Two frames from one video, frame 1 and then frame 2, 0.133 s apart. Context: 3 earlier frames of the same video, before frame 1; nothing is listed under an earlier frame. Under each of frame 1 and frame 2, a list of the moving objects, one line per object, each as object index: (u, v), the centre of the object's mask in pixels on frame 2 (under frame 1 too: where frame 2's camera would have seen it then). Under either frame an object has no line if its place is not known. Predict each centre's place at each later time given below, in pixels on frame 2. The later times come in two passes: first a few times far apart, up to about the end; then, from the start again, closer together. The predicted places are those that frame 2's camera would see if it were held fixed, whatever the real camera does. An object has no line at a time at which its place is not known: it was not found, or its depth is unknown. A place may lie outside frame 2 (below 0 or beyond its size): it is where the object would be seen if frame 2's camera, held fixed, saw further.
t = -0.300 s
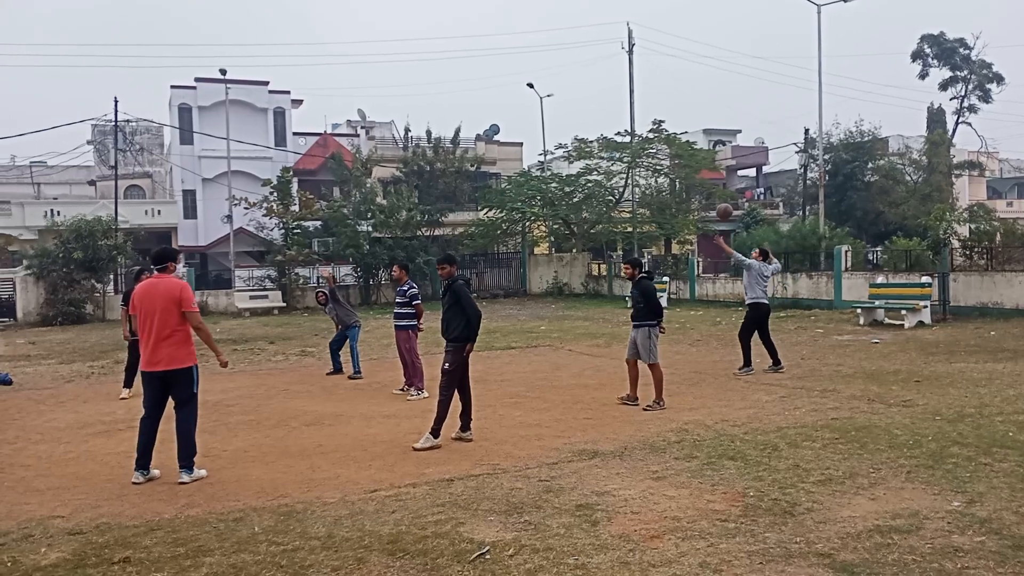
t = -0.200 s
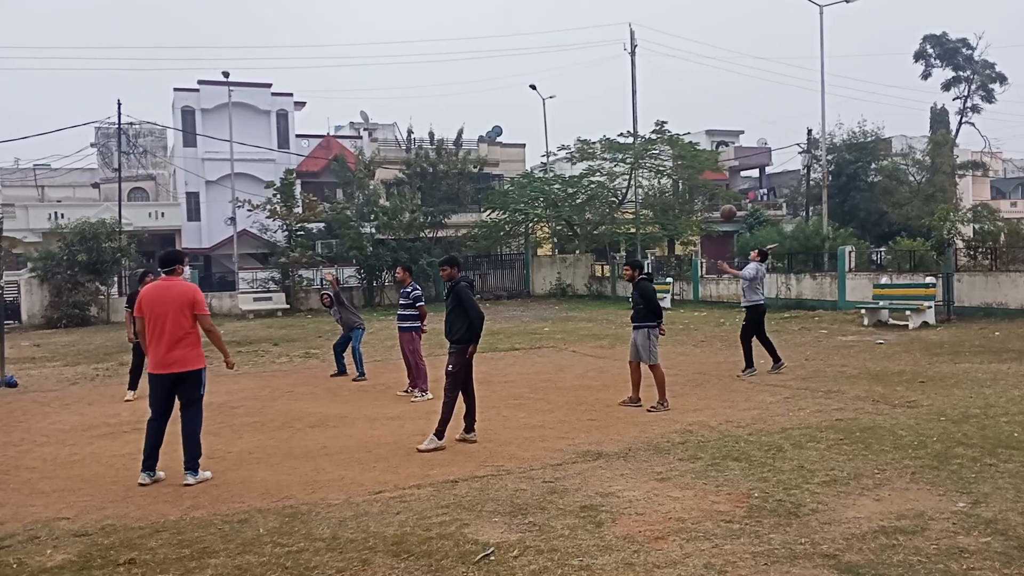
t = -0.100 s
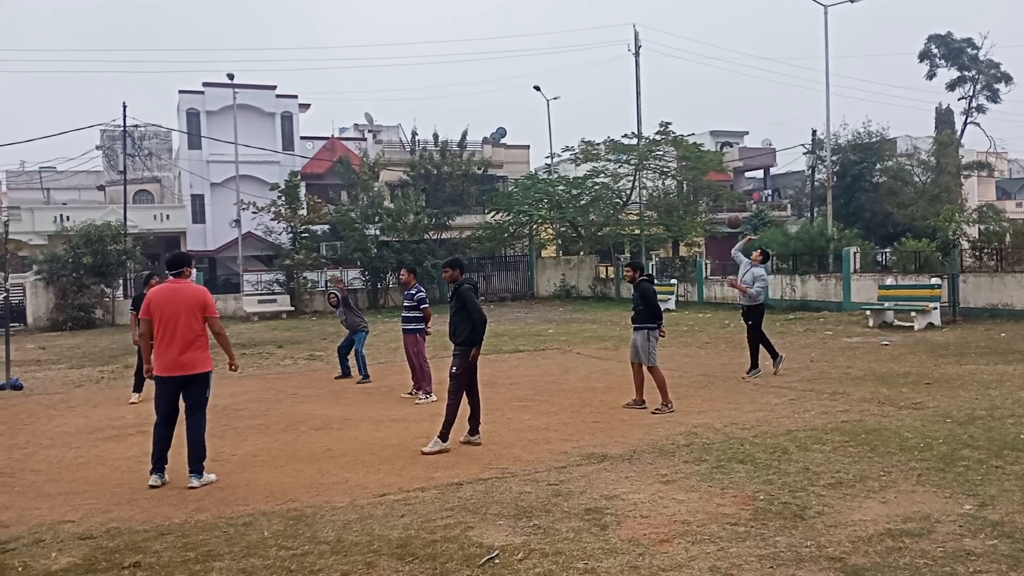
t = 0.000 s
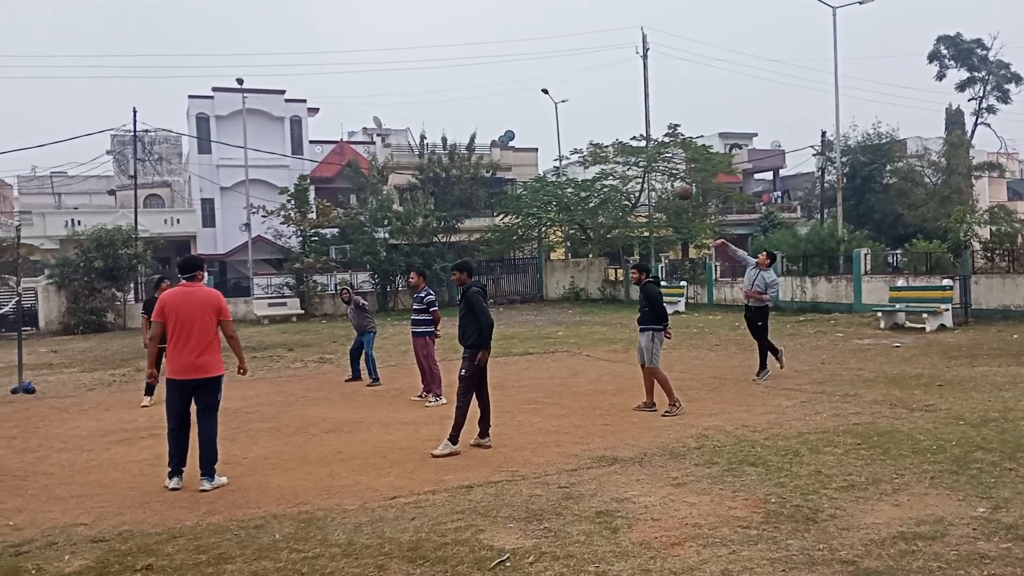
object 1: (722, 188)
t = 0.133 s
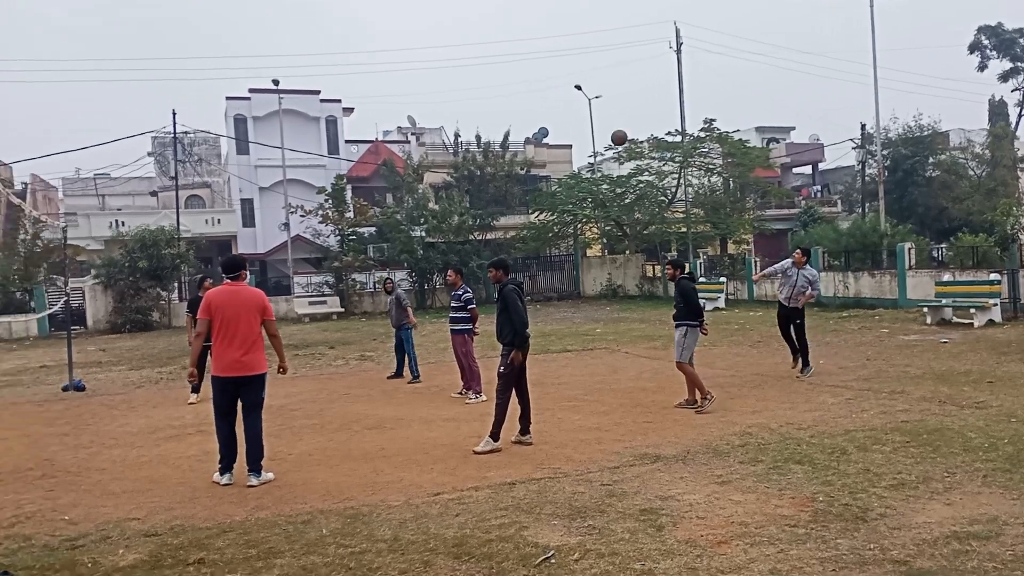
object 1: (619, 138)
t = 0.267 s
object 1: (514, 96)
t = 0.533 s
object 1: (305, 53)
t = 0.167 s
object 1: (593, 127)
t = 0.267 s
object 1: (514, 96)
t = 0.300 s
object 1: (488, 88)
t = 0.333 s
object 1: (461, 81)
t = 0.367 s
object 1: (435, 74)
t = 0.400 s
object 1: (410, 68)
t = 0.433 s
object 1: (383, 63)
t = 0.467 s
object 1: (357, 60)
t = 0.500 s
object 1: (331, 56)
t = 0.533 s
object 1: (305, 53)
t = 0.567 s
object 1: (279, 51)
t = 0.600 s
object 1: (253, 49)
